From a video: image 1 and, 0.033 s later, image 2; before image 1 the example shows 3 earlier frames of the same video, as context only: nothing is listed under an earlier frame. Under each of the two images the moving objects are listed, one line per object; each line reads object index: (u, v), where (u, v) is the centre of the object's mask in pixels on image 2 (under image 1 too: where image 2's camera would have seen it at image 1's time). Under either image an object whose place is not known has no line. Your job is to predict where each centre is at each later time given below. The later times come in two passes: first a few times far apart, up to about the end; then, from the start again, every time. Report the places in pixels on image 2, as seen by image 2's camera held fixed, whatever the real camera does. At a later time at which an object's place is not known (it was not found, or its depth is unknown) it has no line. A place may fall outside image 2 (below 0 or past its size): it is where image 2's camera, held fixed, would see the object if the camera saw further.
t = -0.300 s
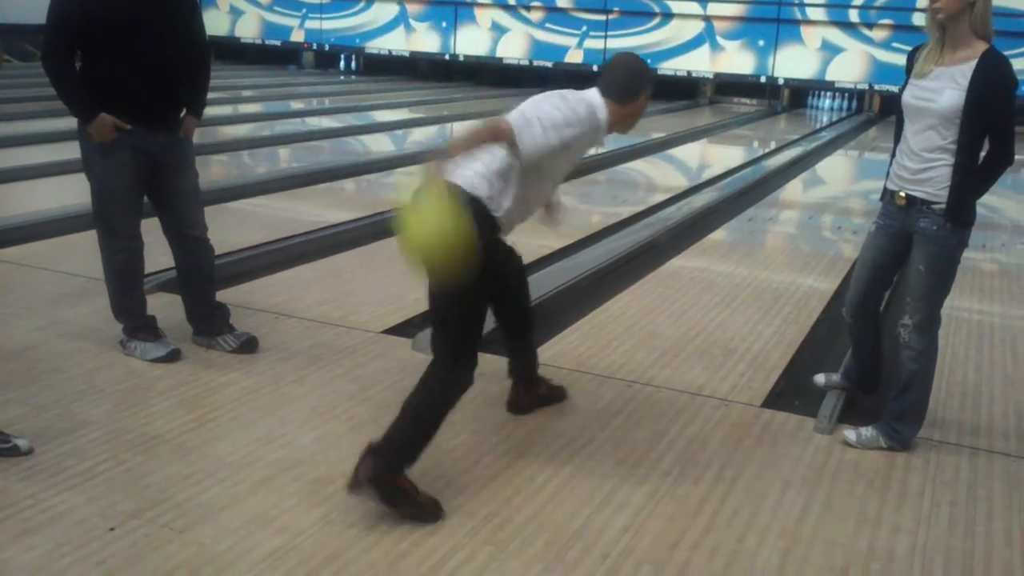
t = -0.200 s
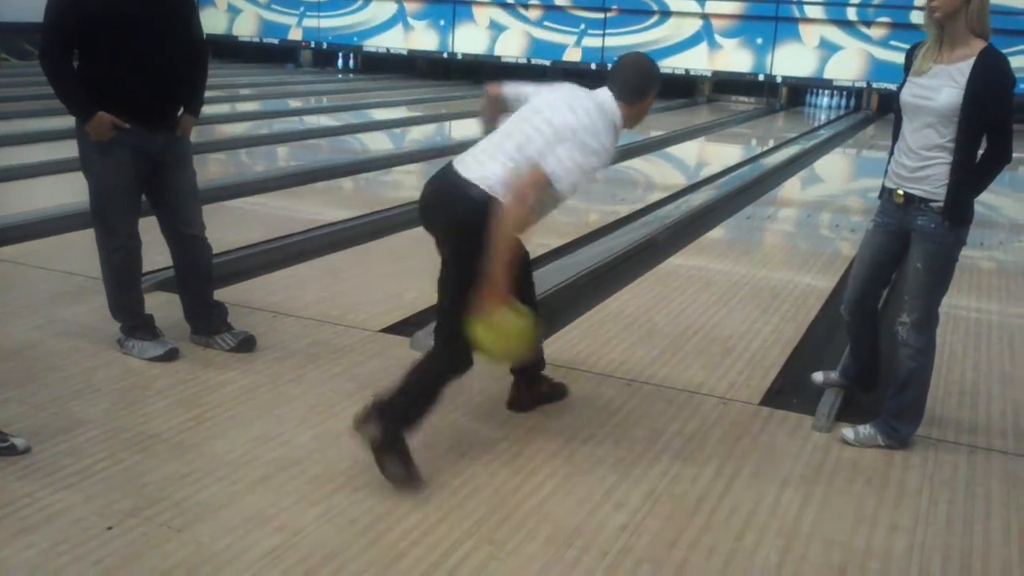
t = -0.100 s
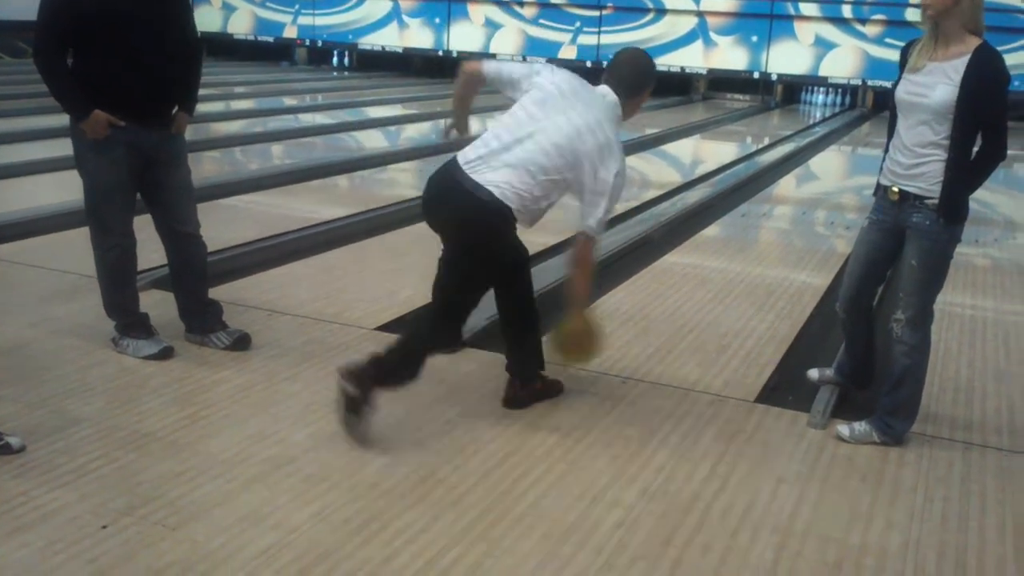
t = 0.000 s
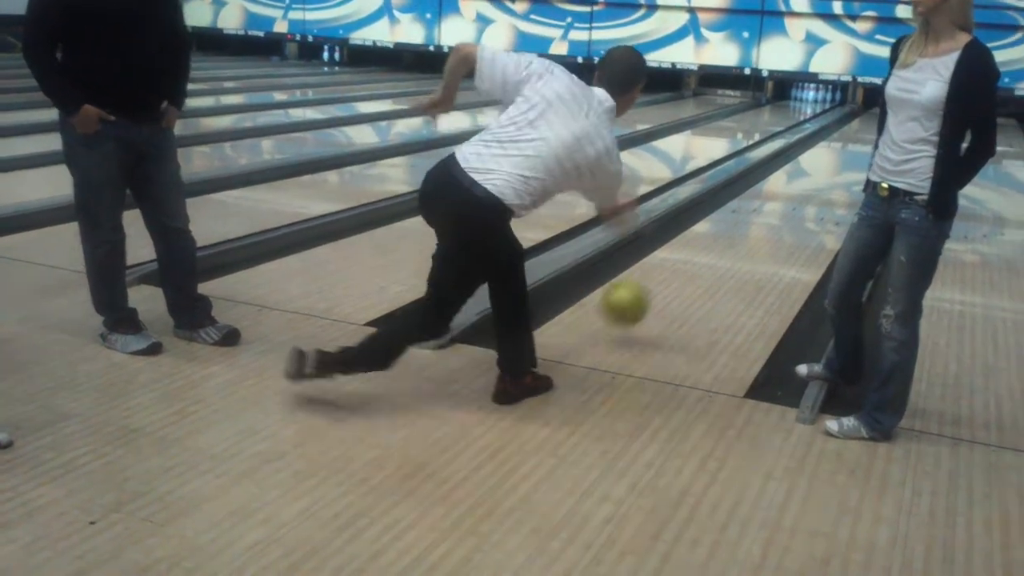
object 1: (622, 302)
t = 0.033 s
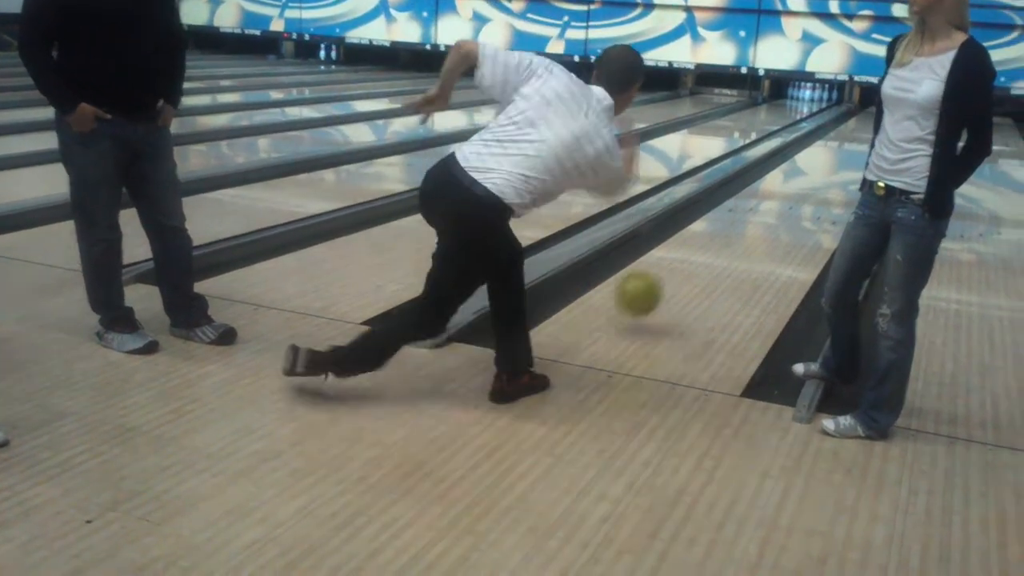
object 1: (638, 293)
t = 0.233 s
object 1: (714, 258)
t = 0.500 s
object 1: (778, 212)
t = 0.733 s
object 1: (812, 187)
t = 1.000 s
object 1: (841, 165)
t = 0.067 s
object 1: (653, 288)
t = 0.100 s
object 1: (668, 287)
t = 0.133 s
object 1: (680, 282)
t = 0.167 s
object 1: (693, 273)
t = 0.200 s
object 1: (703, 266)
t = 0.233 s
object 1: (714, 258)
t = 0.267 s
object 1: (723, 253)
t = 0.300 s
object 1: (733, 246)
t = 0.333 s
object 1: (742, 239)
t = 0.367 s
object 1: (749, 233)
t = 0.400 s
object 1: (758, 228)
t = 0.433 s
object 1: (765, 223)
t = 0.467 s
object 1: (771, 217)
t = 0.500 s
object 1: (778, 212)
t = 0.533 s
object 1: (782, 208)
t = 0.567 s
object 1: (788, 205)
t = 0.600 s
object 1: (793, 201)
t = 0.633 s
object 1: (799, 197)
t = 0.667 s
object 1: (804, 193)
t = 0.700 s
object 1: (808, 190)
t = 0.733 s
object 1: (812, 187)
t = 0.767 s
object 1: (817, 183)
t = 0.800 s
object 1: (821, 180)
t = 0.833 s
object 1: (825, 177)
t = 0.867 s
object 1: (828, 174)
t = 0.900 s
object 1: (832, 172)
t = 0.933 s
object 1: (835, 169)
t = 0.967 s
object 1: (839, 167)
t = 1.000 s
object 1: (841, 165)
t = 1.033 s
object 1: (844, 163)
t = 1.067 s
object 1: (847, 161)
